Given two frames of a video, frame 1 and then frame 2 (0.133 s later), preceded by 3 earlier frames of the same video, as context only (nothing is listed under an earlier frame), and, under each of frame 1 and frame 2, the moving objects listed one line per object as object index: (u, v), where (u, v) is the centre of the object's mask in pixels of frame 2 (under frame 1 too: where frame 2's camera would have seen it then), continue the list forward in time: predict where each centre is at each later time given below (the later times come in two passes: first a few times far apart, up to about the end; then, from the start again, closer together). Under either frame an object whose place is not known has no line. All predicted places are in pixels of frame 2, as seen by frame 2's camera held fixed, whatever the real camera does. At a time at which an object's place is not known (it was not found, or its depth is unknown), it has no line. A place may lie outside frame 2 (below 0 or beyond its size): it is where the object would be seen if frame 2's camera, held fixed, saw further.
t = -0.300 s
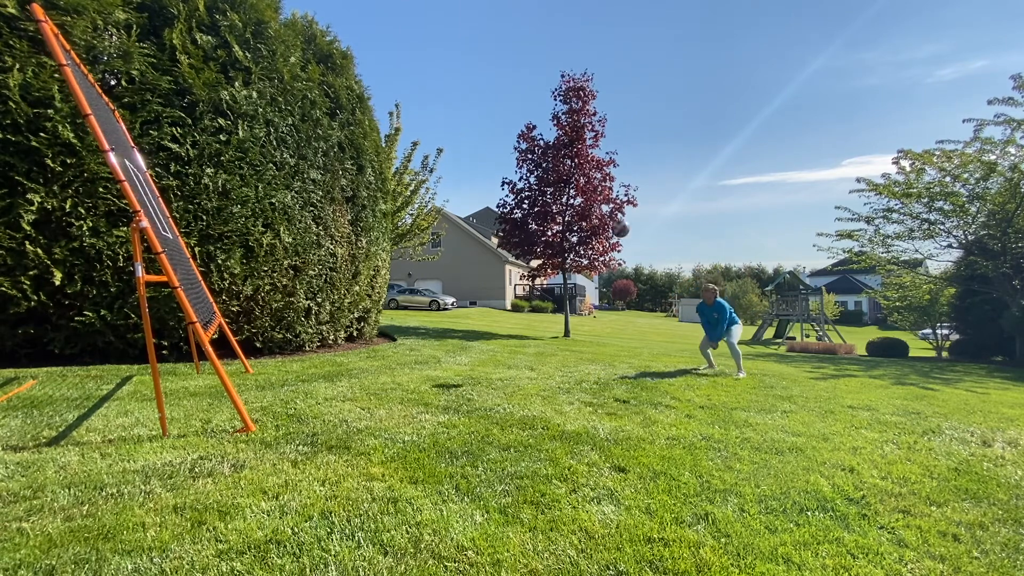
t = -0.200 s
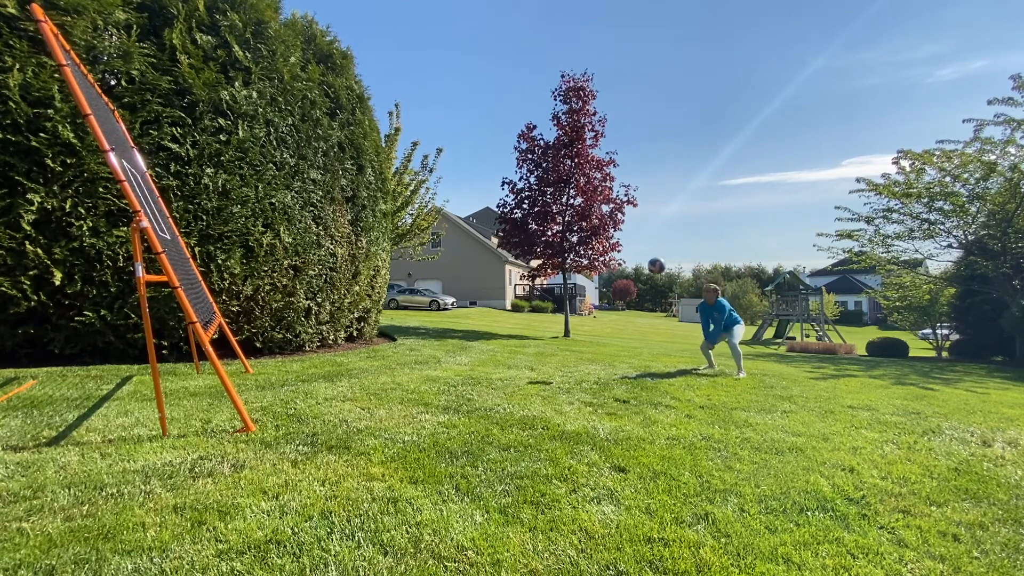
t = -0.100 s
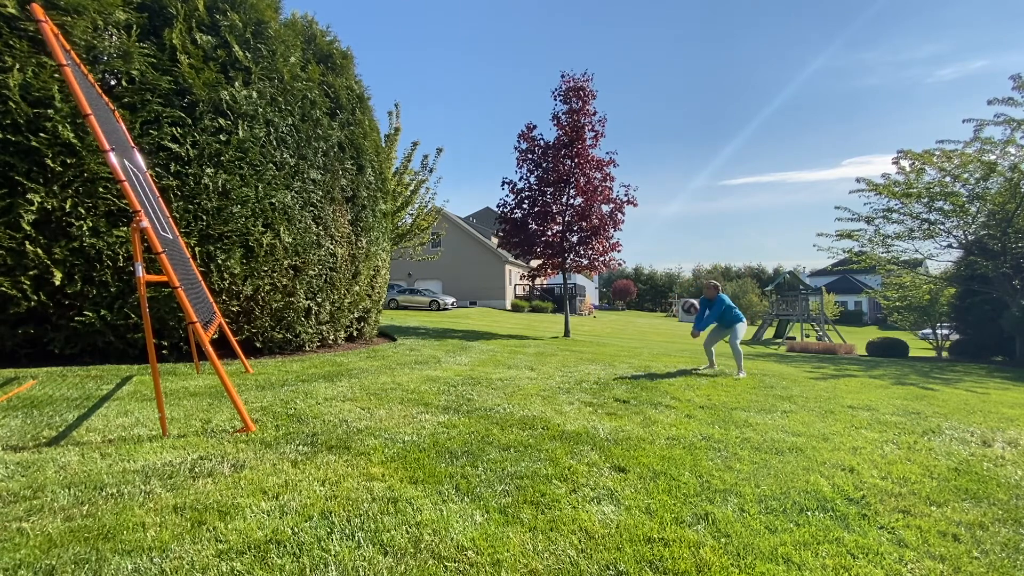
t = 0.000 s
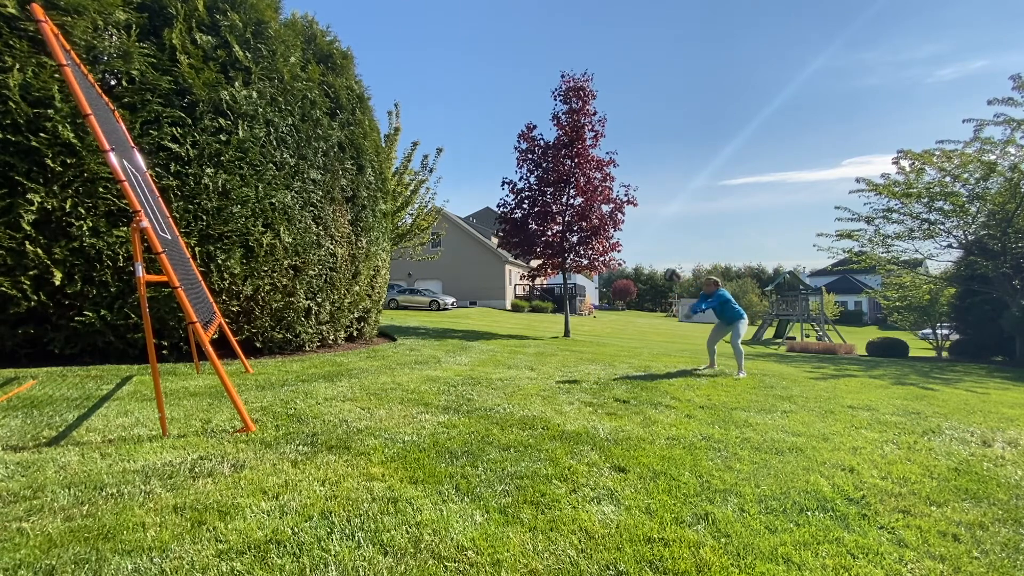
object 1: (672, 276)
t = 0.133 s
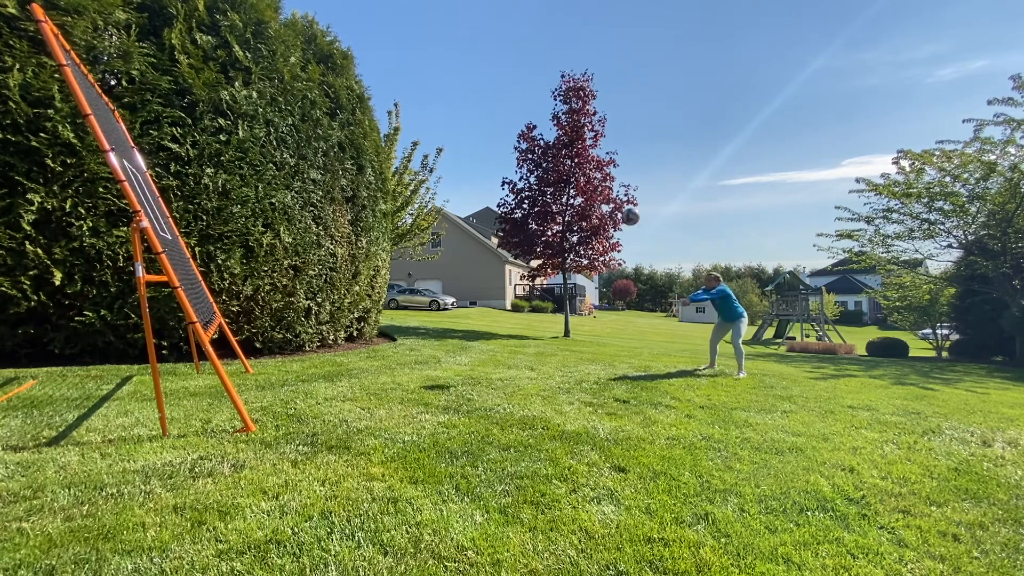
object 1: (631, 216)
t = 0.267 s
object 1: (585, 167)
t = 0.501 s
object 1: (496, 114)
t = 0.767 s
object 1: (376, 110)
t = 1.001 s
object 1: (249, 175)
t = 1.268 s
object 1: (257, 256)
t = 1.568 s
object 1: (413, 338)
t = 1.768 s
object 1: (482, 357)
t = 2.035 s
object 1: (551, 352)
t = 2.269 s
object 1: (603, 367)
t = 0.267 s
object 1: (585, 167)
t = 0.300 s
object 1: (573, 158)
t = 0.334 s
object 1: (561, 147)
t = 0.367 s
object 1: (549, 140)
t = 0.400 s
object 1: (536, 131)
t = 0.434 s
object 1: (523, 126)
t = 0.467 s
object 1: (510, 119)
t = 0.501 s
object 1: (496, 114)
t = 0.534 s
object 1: (482, 109)
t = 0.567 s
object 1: (468, 106)
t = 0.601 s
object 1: (453, 104)
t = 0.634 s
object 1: (439, 103)
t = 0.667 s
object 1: (423, 103)
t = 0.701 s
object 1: (408, 104)
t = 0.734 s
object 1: (392, 106)
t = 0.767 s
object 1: (376, 110)
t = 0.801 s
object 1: (359, 115)
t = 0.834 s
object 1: (342, 121)
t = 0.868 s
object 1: (324, 129)
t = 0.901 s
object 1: (306, 137)
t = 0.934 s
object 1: (287, 149)
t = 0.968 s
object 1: (268, 161)
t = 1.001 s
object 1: (249, 175)
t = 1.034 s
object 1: (229, 191)
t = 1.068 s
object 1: (209, 209)
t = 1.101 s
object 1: (188, 229)
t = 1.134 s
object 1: (176, 243)
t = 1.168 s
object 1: (191, 247)
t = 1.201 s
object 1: (214, 249)
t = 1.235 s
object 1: (236, 252)
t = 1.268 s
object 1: (257, 256)
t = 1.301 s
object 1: (278, 261)
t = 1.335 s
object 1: (297, 268)
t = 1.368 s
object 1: (315, 275)
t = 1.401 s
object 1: (333, 283)
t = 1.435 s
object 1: (351, 292)
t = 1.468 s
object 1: (367, 303)
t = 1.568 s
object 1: (413, 338)
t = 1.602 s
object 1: (427, 350)
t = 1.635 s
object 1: (441, 364)
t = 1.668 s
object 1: (454, 374)
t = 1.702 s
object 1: (463, 369)
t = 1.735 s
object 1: (473, 363)
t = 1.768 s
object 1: (482, 357)
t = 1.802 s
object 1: (491, 353)
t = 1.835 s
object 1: (500, 350)
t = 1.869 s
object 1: (509, 347)
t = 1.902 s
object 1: (518, 346)
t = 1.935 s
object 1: (527, 346)
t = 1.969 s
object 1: (535, 347)
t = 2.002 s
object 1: (543, 349)
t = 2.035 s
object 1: (551, 352)
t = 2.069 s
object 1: (559, 356)
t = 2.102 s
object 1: (567, 361)
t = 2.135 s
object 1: (575, 367)
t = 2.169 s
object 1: (583, 372)
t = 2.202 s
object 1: (589, 372)
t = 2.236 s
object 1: (596, 369)
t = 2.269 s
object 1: (603, 367)
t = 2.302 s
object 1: (609, 367)
